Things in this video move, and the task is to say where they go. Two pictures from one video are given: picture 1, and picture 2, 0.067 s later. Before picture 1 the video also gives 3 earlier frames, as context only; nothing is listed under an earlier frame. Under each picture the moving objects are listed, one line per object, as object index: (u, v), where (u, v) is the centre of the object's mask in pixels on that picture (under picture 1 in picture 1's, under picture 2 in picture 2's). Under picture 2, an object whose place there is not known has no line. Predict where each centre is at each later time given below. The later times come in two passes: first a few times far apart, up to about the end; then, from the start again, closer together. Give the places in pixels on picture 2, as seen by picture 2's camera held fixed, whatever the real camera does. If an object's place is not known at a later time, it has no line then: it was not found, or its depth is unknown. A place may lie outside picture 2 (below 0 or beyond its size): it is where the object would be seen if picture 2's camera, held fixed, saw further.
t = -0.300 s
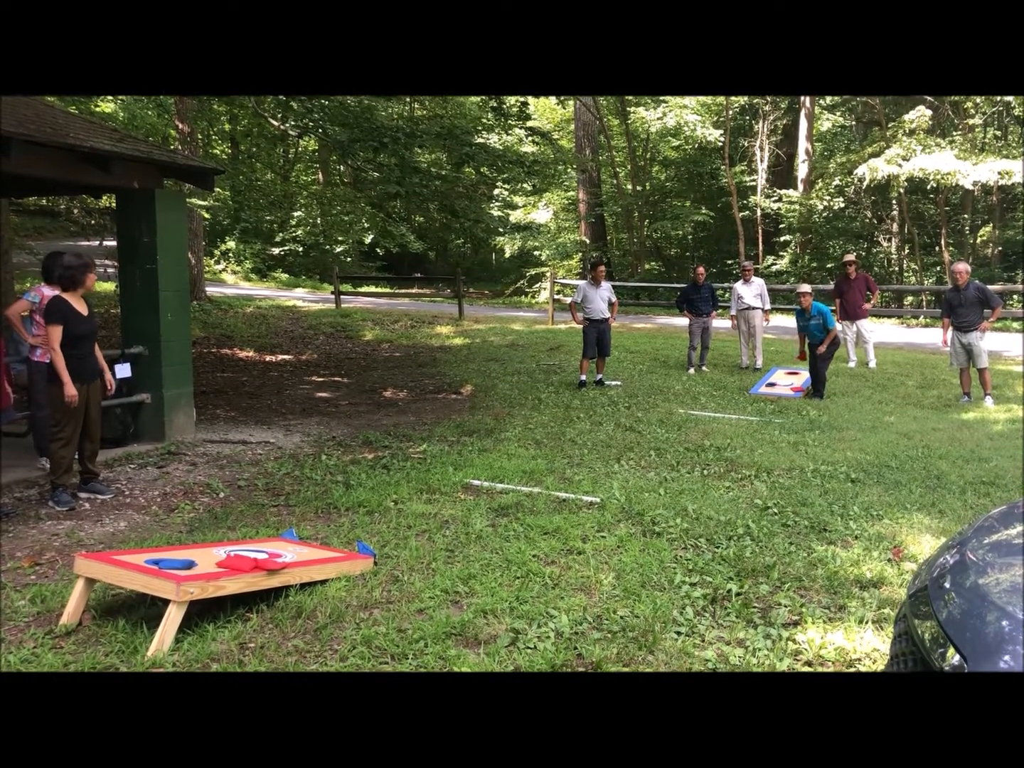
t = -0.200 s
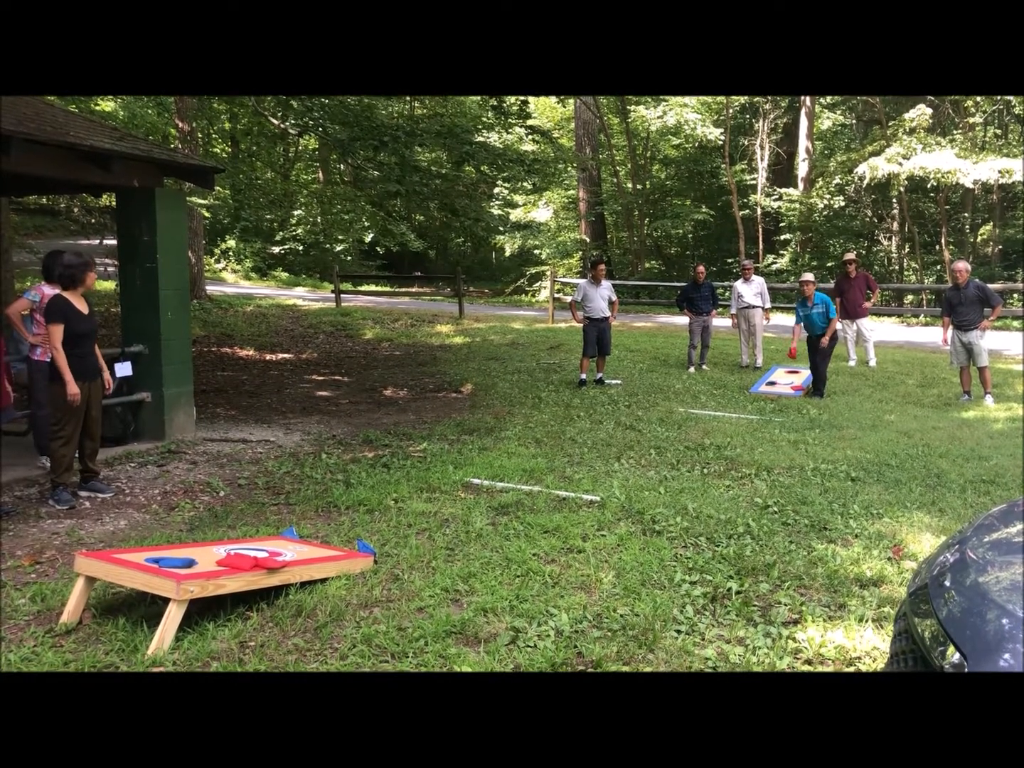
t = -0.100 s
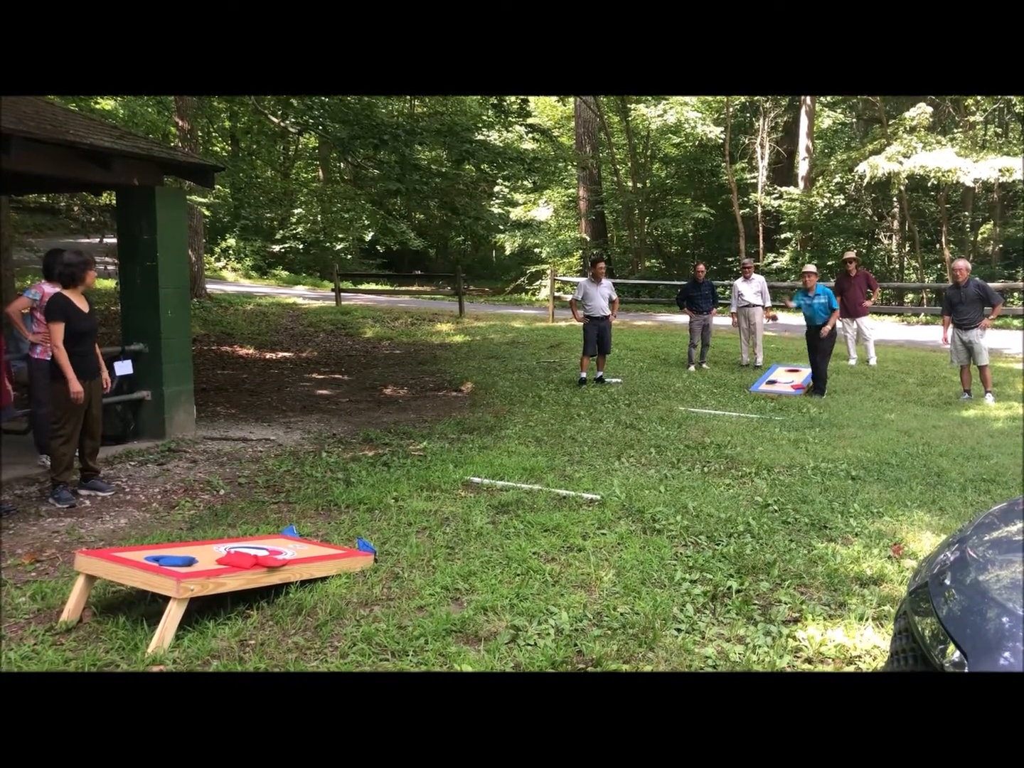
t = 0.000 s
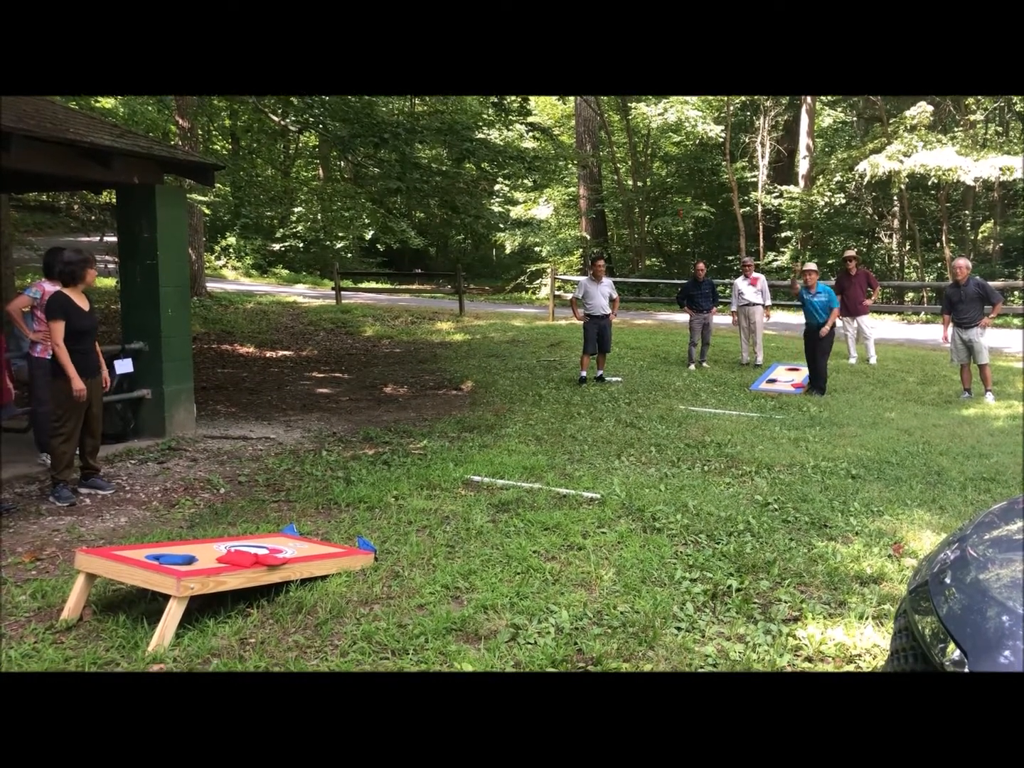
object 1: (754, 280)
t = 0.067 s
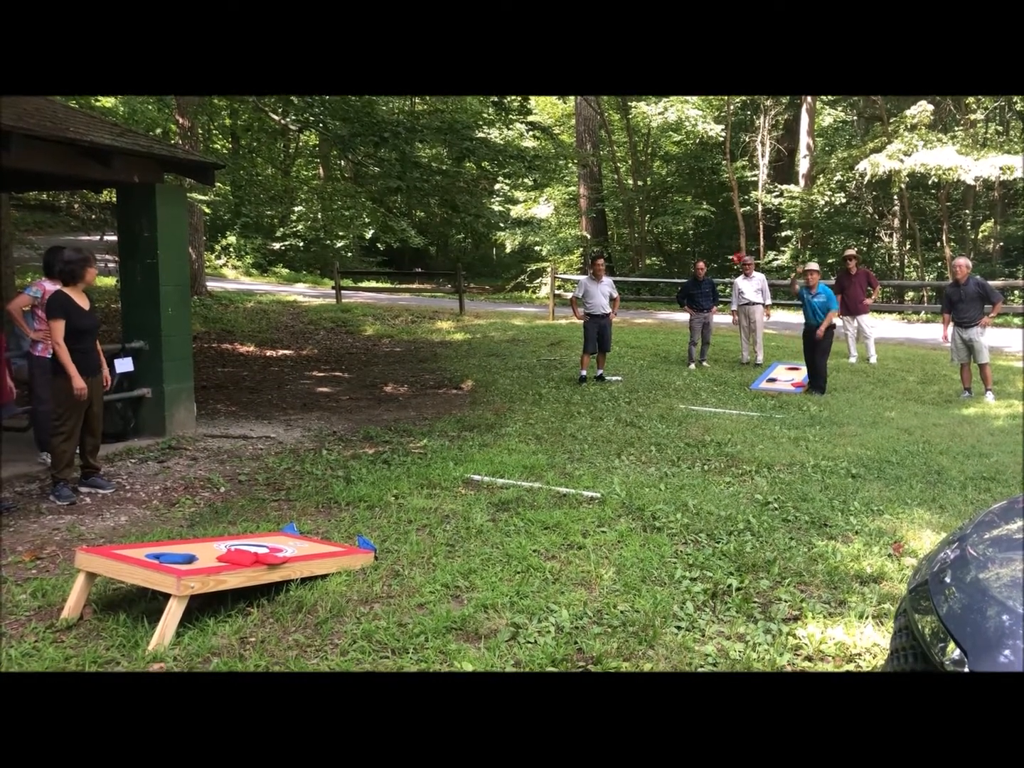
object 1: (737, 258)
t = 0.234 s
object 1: (694, 218)
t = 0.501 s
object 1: (603, 210)
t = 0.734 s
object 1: (491, 286)
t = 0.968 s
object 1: (325, 510)
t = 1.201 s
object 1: (319, 533)
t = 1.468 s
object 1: (323, 538)
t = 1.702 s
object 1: (325, 540)
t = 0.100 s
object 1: (730, 249)
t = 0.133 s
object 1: (722, 239)
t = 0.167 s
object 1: (713, 232)
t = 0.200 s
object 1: (703, 224)
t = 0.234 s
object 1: (694, 218)
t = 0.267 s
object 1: (684, 213)
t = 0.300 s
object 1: (675, 208)
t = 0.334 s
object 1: (664, 204)
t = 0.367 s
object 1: (654, 202)
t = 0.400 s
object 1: (641, 202)
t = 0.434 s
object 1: (629, 203)
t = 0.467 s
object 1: (617, 206)
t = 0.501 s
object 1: (603, 210)
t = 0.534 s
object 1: (590, 213)
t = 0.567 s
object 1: (575, 221)
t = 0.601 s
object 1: (561, 230)
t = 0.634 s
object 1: (545, 240)
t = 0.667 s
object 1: (528, 253)
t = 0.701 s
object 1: (510, 268)
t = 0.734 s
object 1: (491, 286)
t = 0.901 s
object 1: (380, 424)
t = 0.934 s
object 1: (354, 465)
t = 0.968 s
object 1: (325, 510)
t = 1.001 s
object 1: (313, 535)
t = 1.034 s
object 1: (313, 532)
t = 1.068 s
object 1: (313, 530)
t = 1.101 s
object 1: (314, 530)
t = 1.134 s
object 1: (316, 531)
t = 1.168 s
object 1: (316, 532)
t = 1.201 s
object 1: (319, 533)
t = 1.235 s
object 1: (319, 534)
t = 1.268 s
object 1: (321, 535)
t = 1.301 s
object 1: (321, 536)
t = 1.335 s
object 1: (321, 536)
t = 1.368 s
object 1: (323, 537)
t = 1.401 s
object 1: (322, 537)
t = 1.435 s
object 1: (323, 537)
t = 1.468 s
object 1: (323, 538)
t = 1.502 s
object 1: (325, 539)
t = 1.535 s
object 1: (325, 539)
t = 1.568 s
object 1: (325, 539)
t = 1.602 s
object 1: (325, 539)
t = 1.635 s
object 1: (325, 539)
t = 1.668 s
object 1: (325, 540)
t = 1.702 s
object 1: (325, 540)
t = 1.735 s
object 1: (325, 539)
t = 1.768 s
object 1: (325, 540)
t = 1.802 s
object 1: (324, 540)
